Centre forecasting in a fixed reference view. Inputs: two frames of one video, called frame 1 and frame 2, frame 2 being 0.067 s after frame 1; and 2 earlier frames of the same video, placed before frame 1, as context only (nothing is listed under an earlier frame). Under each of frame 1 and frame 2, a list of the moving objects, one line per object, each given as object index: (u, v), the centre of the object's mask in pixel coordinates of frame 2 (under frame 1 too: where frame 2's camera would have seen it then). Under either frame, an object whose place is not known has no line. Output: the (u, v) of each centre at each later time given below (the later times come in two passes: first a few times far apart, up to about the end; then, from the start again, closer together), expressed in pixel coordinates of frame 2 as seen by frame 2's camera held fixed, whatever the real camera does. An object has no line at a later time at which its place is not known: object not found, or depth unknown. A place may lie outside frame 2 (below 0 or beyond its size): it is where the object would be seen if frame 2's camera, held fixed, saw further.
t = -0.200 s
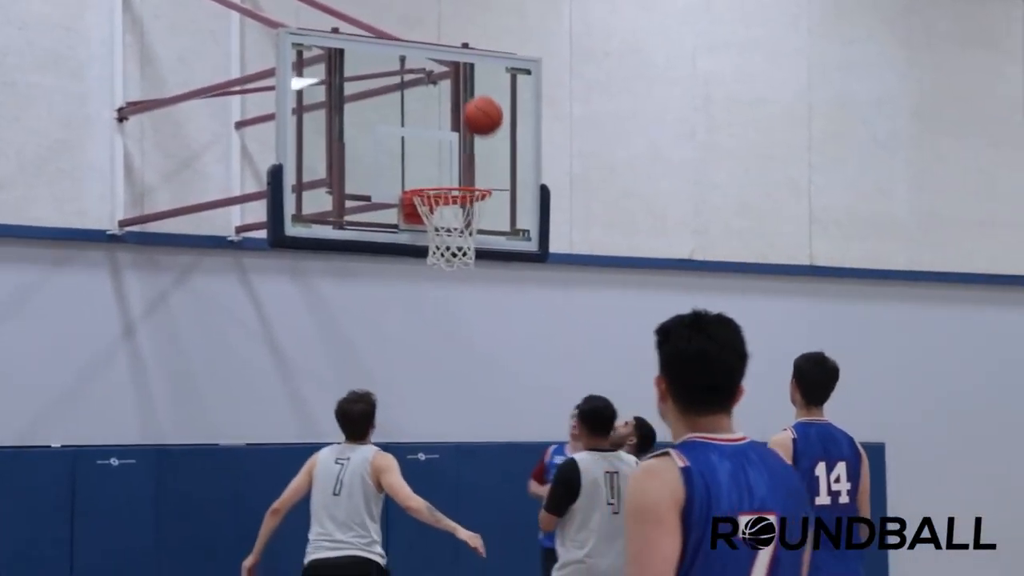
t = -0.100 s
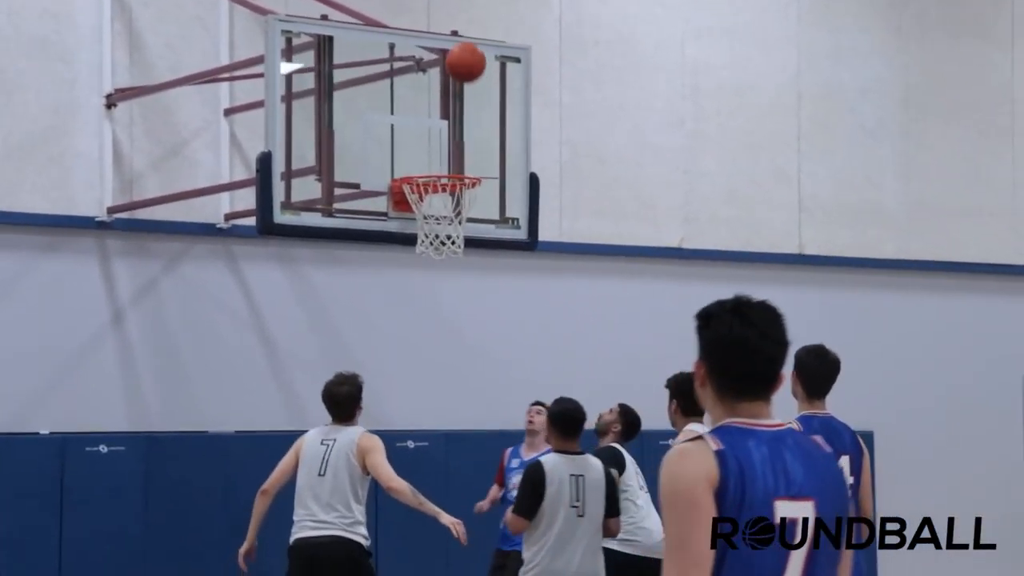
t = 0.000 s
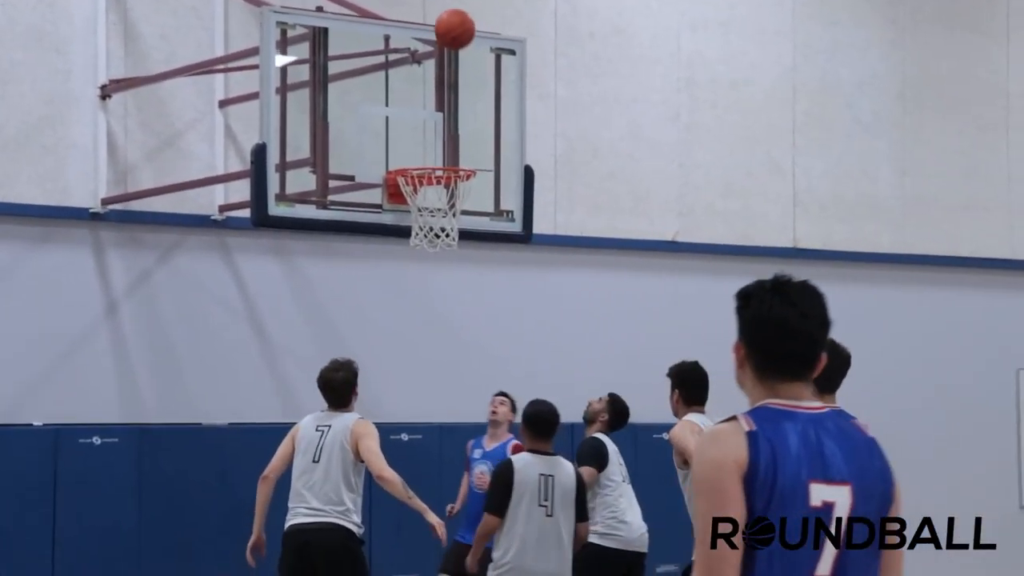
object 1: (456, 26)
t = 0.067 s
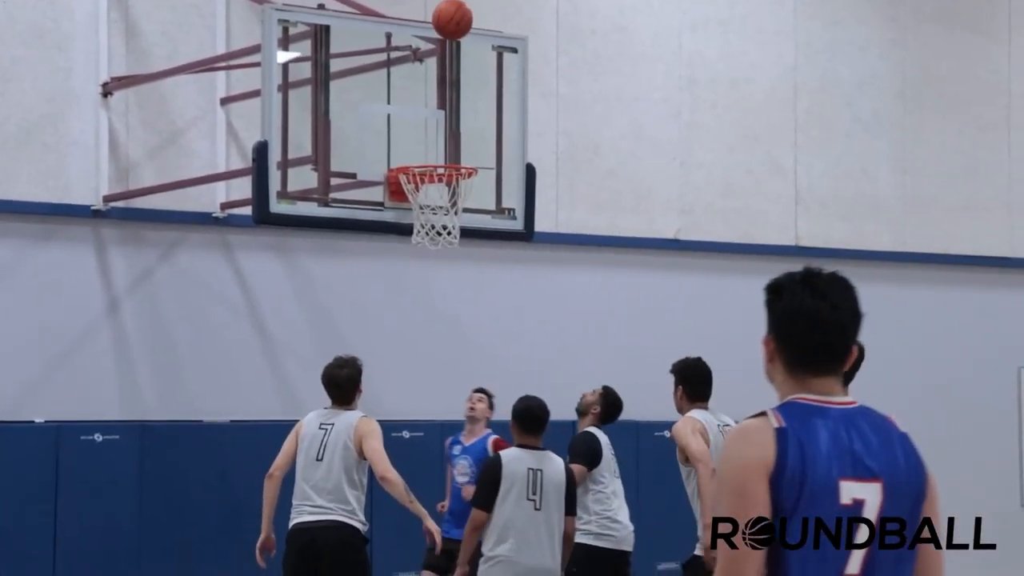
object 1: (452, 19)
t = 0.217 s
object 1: (443, 27)
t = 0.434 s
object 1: (430, 105)
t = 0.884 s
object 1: (444, 114)
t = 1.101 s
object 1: (440, 150)
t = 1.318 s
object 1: (440, 156)
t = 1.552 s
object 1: (439, 232)
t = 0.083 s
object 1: (451, 19)
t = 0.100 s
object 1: (450, 19)
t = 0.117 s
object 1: (449, 19)
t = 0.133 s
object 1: (448, 19)
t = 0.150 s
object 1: (447, 20)
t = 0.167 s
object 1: (446, 21)
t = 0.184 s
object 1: (445, 23)
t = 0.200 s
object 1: (444, 25)
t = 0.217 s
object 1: (443, 27)
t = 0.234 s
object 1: (442, 30)
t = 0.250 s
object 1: (440, 34)
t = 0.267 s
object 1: (439, 38)
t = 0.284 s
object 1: (439, 43)
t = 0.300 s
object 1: (437, 49)
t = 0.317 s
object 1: (437, 53)
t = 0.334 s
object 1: (436, 60)
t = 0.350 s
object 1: (435, 66)
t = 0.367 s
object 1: (434, 73)
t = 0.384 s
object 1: (433, 80)
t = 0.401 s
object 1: (432, 88)
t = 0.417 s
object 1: (431, 96)
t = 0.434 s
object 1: (430, 105)
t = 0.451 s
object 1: (430, 114)
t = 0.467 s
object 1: (429, 123)
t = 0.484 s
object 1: (428, 134)
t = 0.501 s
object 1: (427, 144)
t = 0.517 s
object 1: (426, 151)
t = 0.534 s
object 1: (426, 148)
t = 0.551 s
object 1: (425, 141)
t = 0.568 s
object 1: (425, 133)
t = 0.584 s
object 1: (426, 129)
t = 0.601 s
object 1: (427, 124)
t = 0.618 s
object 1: (428, 120)
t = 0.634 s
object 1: (429, 116)
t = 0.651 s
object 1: (430, 113)
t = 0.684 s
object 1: (432, 108)
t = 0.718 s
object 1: (434, 104)
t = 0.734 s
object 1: (435, 103)
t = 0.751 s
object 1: (436, 103)
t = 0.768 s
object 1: (437, 103)
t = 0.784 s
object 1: (438, 103)
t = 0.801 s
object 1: (439, 103)
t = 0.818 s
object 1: (440, 104)
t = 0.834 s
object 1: (441, 106)
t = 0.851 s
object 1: (441, 108)
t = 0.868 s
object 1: (443, 110)
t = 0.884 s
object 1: (444, 114)
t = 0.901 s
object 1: (445, 118)
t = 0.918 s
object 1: (446, 122)
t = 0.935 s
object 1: (447, 127)
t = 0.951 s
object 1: (448, 132)
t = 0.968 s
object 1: (449, 137)
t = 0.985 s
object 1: (450, 142)
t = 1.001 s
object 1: (451, 147)
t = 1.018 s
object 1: (451, 151)
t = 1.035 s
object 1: (450, 151)
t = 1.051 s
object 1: (448, 150)
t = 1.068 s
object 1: (445, 150)
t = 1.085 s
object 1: (442, 149)
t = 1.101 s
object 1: (440, 150)
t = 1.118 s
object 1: (437, 150)
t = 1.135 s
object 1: (434, 151)
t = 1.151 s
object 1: (431, 151)
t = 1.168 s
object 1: (429, 152)
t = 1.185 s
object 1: (426, 153)
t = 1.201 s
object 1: (424, 154)
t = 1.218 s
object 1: (425, 154)
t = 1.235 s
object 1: (428, 154)
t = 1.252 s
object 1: (430, 154)
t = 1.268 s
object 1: (432, 154)
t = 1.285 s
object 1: (435, 154)
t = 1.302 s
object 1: (437, 155)
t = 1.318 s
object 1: (440, 156)
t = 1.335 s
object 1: (442, 158)
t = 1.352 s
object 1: (444, 173)
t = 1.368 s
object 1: (447, 177)
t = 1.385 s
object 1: (448, 182)
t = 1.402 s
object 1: (448, 184)
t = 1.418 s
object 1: (447, 186)
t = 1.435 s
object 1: (446, 189)
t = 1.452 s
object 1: (444, 193)
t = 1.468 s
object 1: (444, 199)
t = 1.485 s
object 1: (443, 206)
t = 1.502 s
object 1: (441, 211)
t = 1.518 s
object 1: (440, 218)
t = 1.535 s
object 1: (439, 226)
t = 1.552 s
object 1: (439, 232)
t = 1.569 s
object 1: (439, 243)
